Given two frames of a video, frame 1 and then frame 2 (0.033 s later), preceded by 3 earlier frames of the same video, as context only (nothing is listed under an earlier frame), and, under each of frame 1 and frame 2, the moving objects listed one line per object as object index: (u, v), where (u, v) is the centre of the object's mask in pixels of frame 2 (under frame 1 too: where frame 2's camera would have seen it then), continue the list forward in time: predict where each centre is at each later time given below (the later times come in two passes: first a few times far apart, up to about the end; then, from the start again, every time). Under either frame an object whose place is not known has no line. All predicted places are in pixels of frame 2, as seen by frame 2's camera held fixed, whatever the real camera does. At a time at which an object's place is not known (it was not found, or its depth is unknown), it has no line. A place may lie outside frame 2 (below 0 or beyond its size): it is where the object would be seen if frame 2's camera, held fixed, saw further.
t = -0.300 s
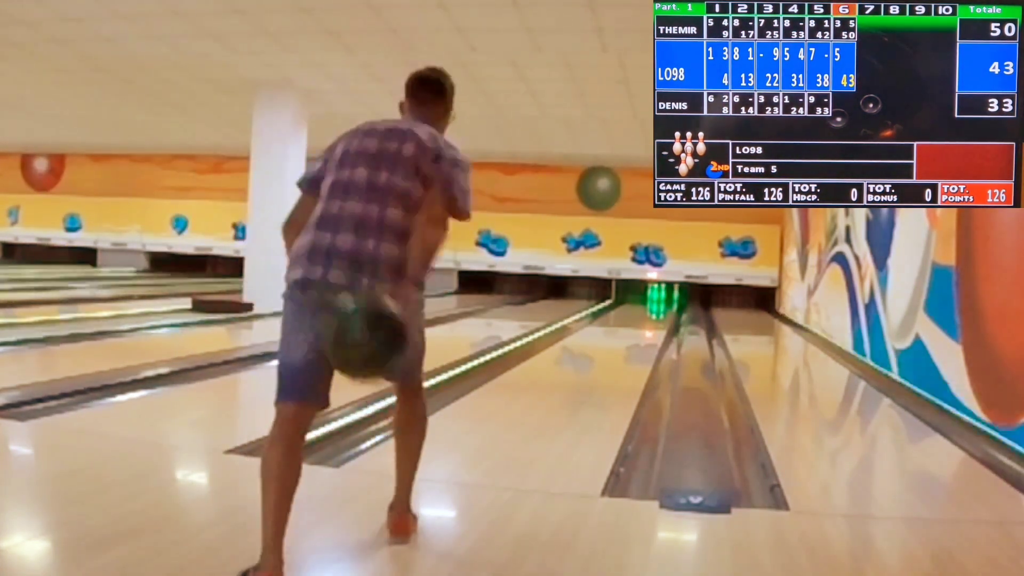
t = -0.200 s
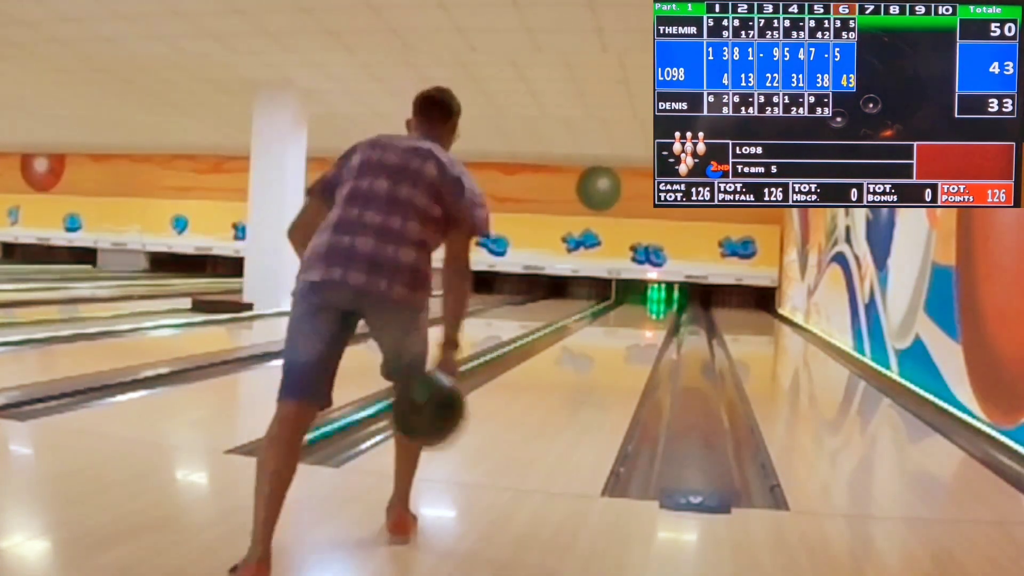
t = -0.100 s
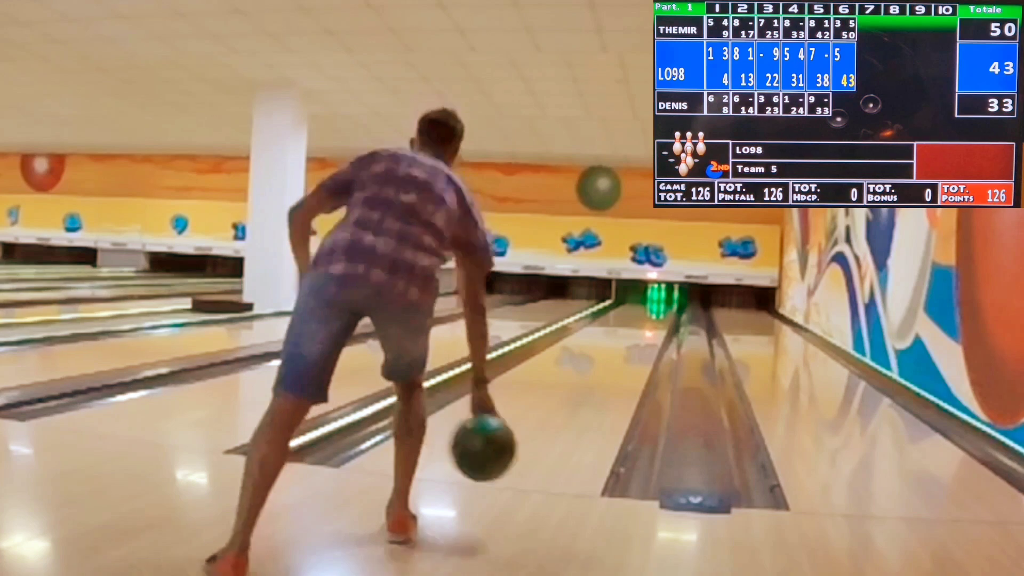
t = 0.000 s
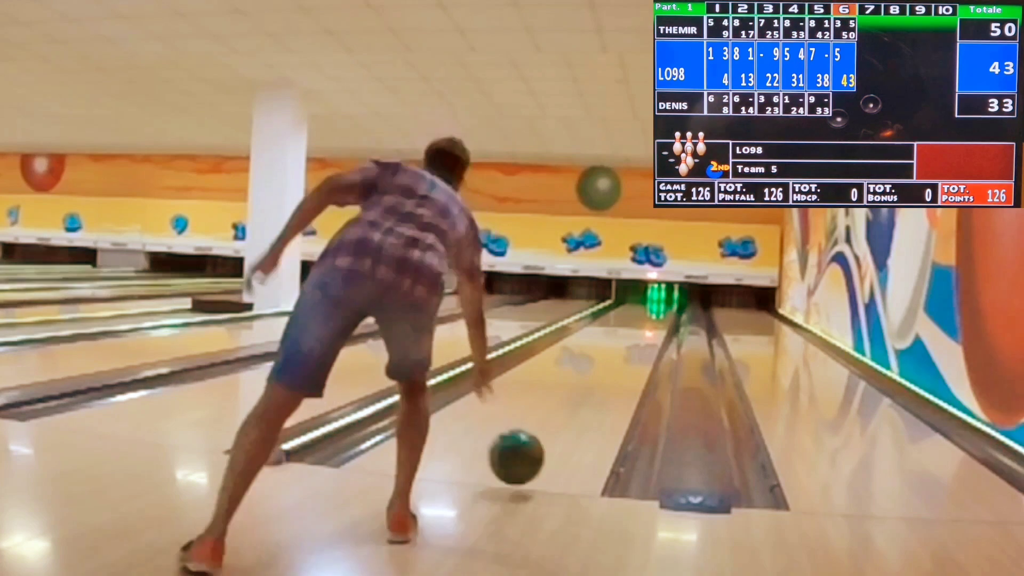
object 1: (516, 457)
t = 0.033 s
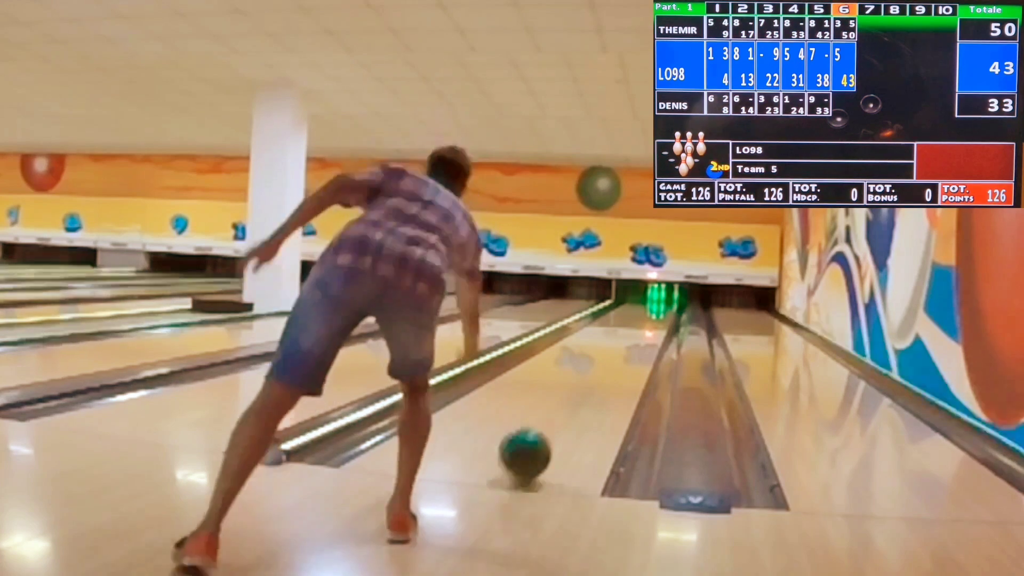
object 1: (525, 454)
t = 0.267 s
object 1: (569, 408)
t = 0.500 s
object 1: (595, 378)
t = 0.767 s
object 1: (614, 357)
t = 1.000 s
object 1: (625, 344)
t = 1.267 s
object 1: (634, 335)
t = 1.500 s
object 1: (641, 327)
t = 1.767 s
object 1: (645, 321)
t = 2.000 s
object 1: (649, 317)
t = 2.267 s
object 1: (651, 312)
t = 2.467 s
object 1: (653, 310)
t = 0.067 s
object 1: (534, 440)
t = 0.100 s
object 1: (541, 431)
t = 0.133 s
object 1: (548, 424)
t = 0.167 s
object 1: (554, 421)
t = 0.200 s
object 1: (559, 419)
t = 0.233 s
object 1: (565, 412)
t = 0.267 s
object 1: (569, 408)
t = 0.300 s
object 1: (574, 403)
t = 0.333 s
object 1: (578, 398)
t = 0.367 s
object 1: (582, 394)
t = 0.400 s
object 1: (585, 389)
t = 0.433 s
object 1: (589, 385)
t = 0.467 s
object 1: (592, 382)
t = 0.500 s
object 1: (595, 378)
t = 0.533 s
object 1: (598, 375)
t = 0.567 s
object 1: (600, 372)
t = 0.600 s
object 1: (603, 370)
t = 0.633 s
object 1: (605, 366)
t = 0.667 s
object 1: (608, 364)
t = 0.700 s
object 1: (609, 362)
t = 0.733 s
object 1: (612, 359)
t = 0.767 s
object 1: (614, 357)
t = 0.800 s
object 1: (616, 355)
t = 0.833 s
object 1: (617, 353)
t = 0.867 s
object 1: (619, 351)
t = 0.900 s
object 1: (621, 349)
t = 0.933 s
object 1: (622, 348)
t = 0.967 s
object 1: (624, 346)
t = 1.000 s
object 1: (625, 344)
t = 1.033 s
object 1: (627, 343)
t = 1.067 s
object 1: (628, 341)
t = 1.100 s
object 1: (629, 340)
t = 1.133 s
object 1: (630, 339)
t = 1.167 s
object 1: (631, 338)
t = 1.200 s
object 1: (632, 337)
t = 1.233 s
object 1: (633, 336)
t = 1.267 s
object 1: (634, 335)
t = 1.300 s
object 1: (635, 333)
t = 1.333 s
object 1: (636, 332)
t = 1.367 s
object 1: (636, 331)
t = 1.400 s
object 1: (638, 330)
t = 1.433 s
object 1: (639, 329)
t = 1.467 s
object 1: (640, 328)
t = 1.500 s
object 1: (641, 327)
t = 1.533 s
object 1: (642, 326)
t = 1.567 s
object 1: (642, 325)
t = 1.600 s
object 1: (643, 325)
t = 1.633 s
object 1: (643, 324)
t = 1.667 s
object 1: (644, 323)
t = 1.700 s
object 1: (644, 322)
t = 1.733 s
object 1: (645, 322)
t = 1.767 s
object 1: (645, 321)
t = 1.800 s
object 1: (646, 321)
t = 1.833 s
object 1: (646, 321)
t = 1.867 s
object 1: (647, 320)
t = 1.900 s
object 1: (647, 318)
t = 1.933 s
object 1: (649, 318)
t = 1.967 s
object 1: (649, 318)
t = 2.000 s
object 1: (649, 317)
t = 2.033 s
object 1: (650, 316)
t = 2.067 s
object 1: (650, 315)
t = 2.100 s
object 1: (650, 315)
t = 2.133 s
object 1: (651, 315)
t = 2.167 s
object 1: (651, 314)
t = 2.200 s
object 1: (652, 313)
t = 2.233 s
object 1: (652, 313)
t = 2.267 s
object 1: (651, 312)
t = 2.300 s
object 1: (651, 311)
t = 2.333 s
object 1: (652, 311)
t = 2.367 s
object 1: (652, 311)
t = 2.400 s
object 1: (652, 310)
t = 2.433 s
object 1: (653, 310)
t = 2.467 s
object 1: (653, 310)
